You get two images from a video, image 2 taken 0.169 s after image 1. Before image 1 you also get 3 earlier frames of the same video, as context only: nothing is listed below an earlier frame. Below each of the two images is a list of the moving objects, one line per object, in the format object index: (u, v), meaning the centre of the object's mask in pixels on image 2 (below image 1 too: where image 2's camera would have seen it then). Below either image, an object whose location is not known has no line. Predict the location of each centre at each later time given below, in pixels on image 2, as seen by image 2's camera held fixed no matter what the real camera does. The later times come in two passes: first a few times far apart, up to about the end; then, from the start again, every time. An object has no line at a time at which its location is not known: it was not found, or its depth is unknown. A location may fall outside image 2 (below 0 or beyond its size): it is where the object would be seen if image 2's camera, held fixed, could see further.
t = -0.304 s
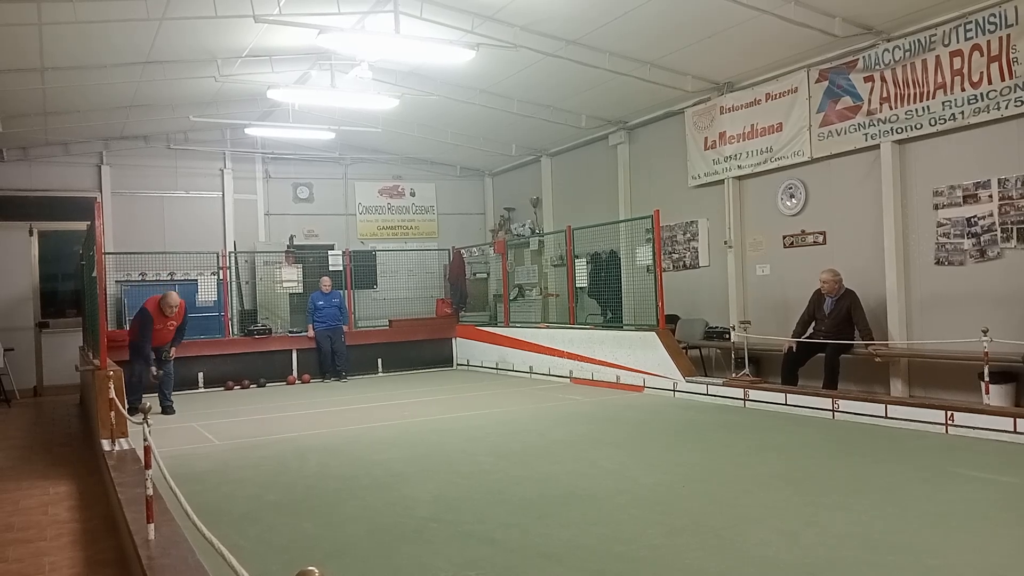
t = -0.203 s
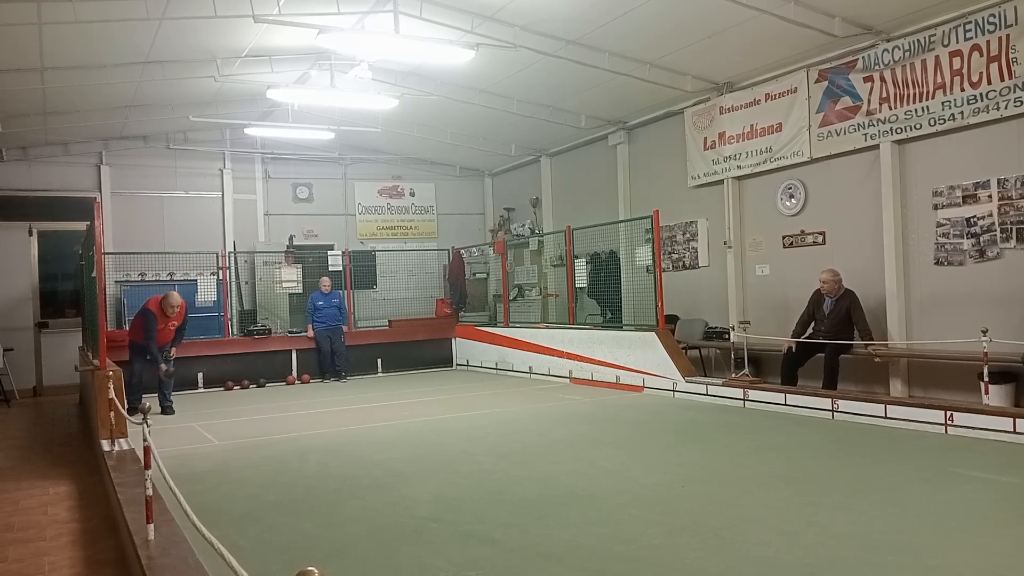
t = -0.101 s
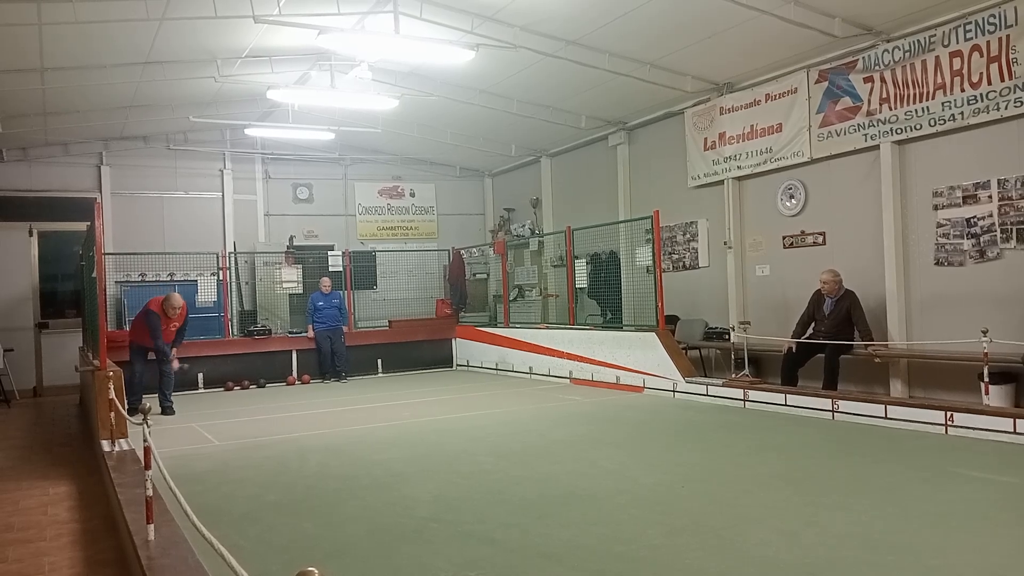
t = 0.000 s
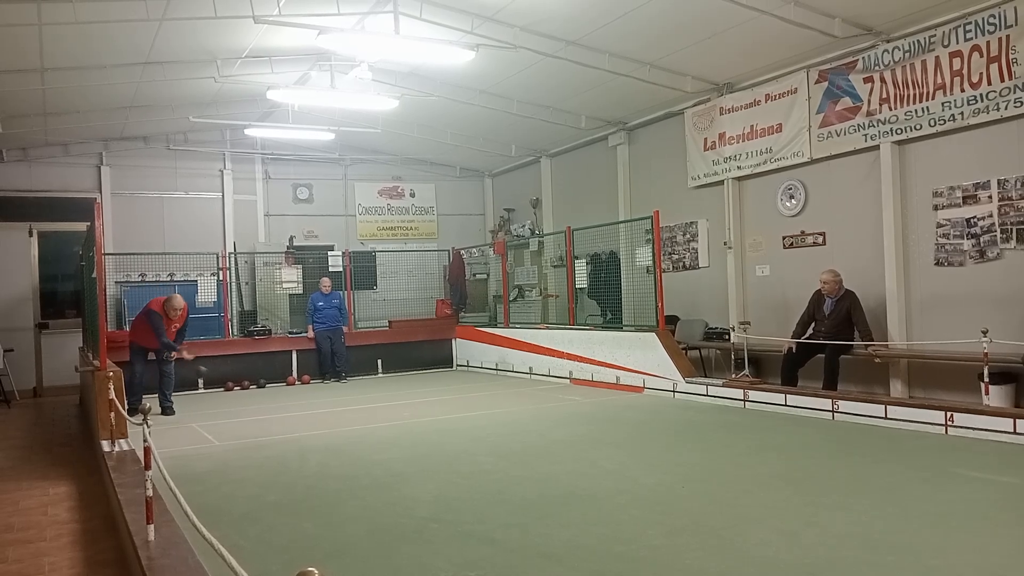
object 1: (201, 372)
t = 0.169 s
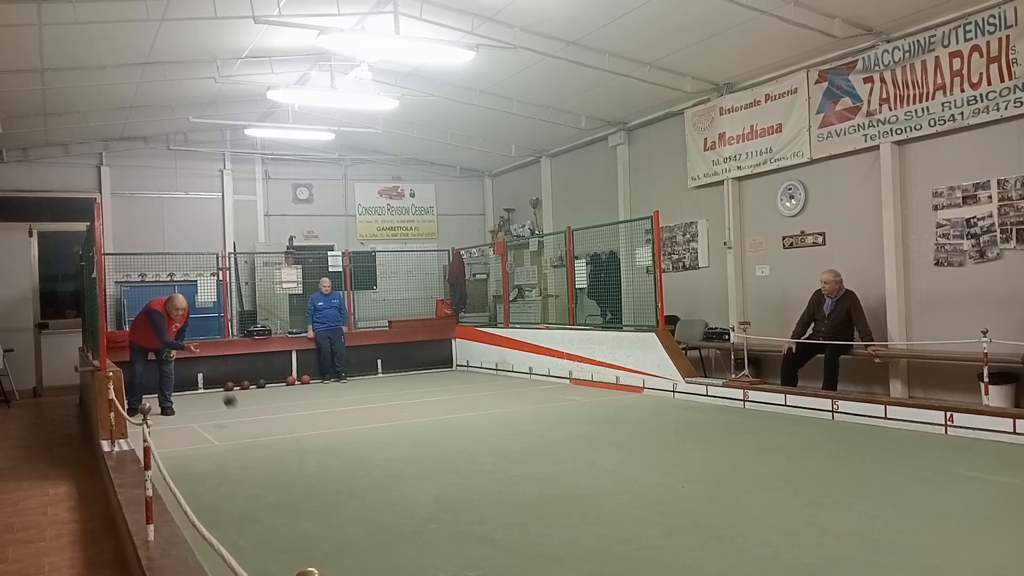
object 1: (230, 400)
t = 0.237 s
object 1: (242, 419)
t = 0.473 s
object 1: (275, 418)
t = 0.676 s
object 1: (309, 425)
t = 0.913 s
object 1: (351, 429)
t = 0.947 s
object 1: (356, 429)
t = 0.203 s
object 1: (236, 410)
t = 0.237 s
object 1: (242, 419)
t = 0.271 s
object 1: (247, 415)
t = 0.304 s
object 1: (251, 413)
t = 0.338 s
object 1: (256, 411)
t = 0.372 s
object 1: (261, 411)
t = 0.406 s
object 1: (265, 412)
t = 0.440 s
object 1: (271, 414)
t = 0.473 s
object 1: (275, 418)
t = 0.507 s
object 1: (281, 423)
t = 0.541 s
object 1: (286, 422)
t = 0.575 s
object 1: (292, 422)
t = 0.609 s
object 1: (297, 423)
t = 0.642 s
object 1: (303, 425)
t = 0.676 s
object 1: (309, 425)
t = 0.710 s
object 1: (315, 425)
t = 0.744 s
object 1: (321, 426)
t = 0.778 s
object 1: (327, 426)
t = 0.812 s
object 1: (332, 427)
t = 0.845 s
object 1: (338, 428)
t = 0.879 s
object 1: (345, 428)
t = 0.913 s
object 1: (351, 429)
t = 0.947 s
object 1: (356, 429)
